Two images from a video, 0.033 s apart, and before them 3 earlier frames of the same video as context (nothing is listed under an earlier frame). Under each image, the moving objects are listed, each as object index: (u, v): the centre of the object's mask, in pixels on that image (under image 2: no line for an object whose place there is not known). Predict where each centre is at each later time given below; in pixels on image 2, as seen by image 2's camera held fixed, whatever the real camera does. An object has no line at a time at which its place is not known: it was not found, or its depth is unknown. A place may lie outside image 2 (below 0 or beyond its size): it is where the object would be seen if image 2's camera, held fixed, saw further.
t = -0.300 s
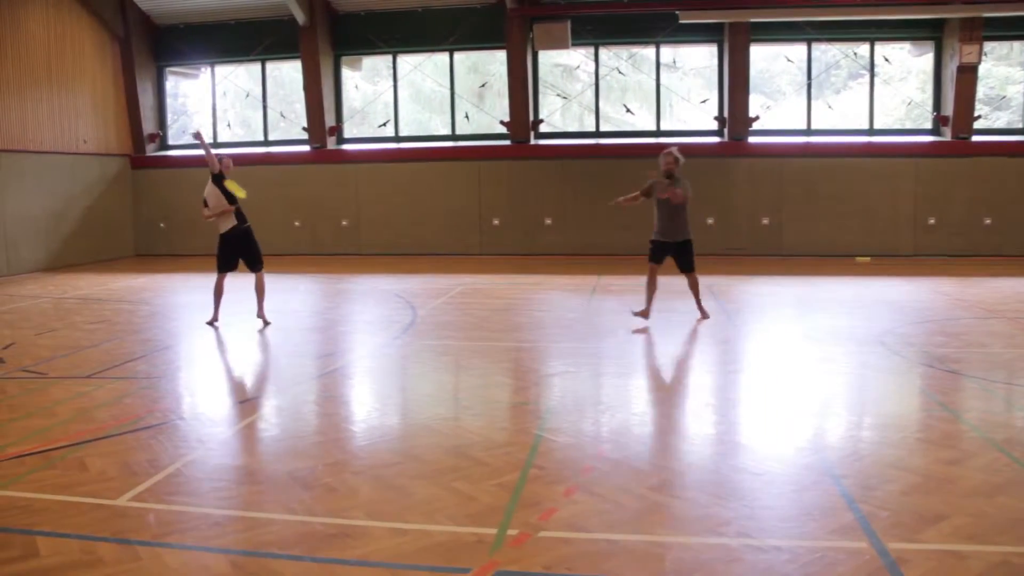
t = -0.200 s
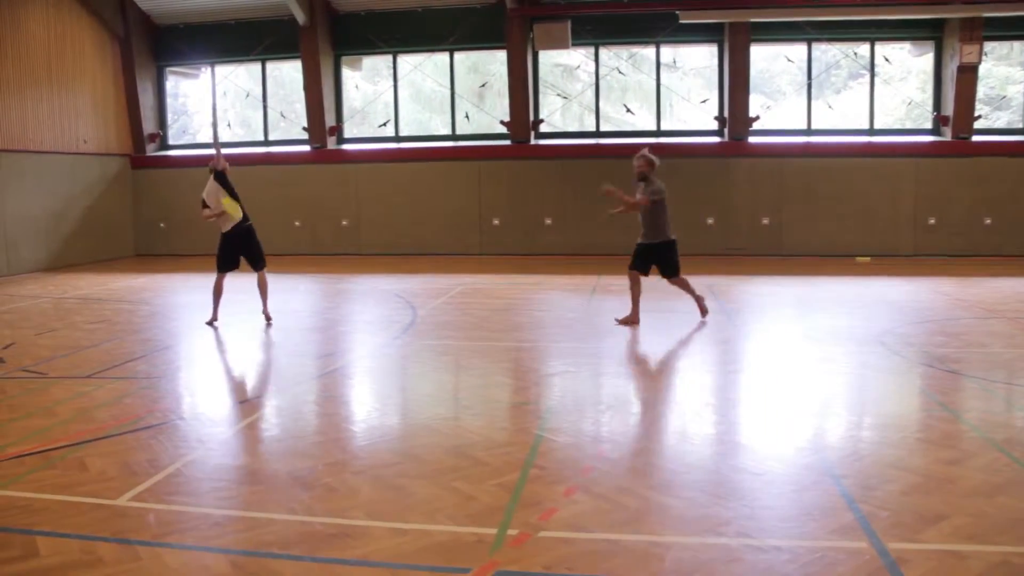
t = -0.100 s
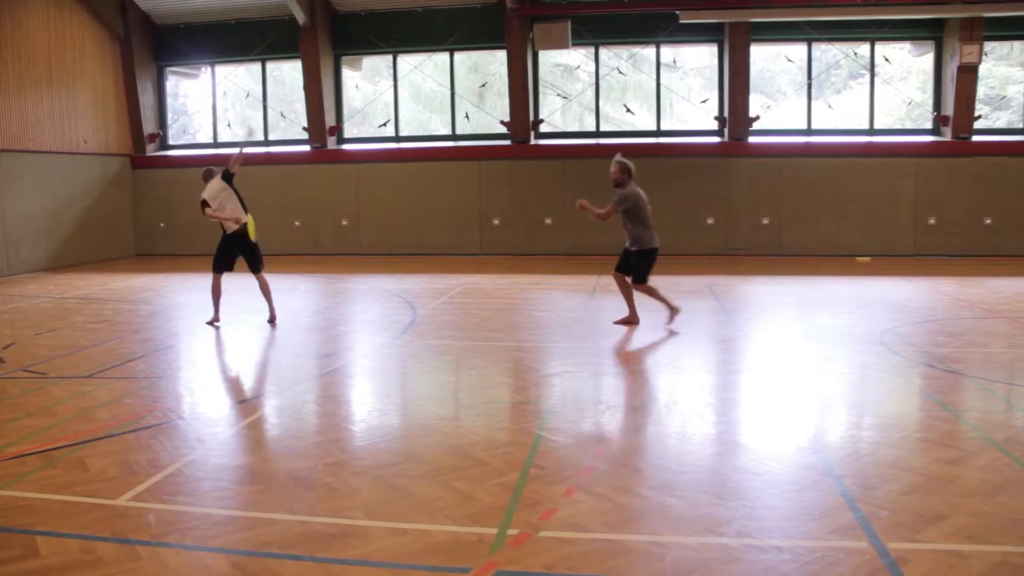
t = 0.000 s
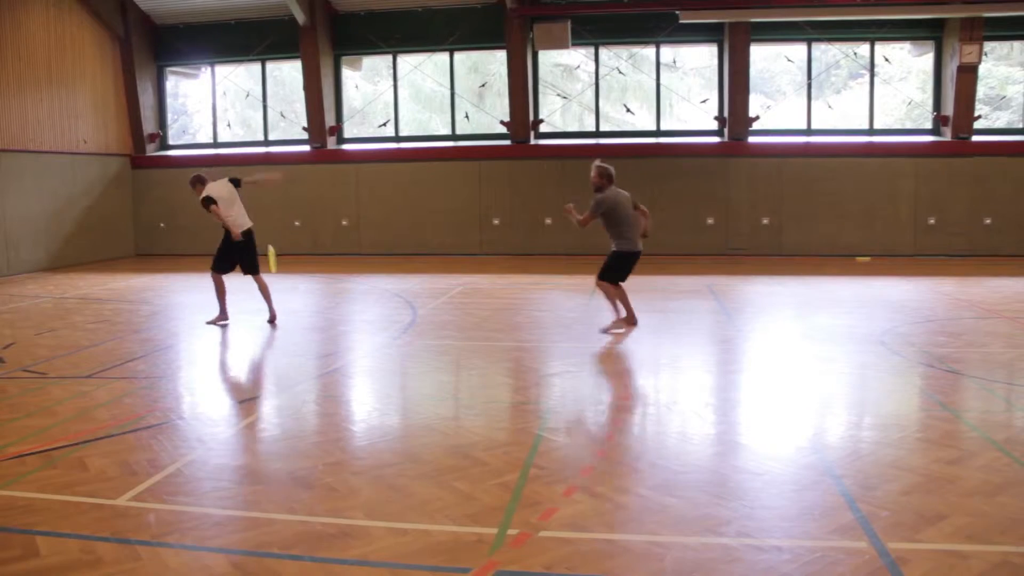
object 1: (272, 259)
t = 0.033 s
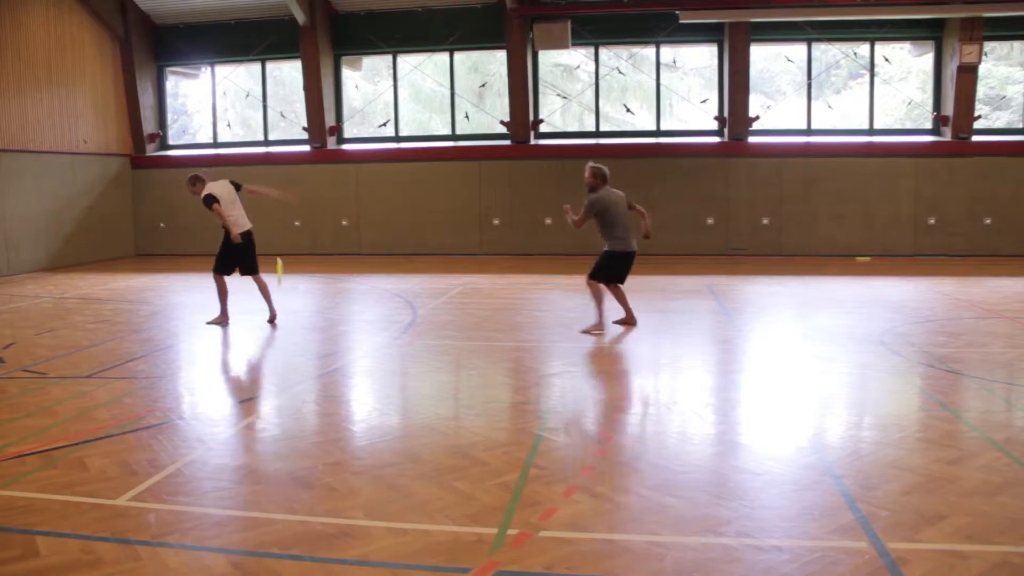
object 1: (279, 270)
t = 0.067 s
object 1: (286, 285)
